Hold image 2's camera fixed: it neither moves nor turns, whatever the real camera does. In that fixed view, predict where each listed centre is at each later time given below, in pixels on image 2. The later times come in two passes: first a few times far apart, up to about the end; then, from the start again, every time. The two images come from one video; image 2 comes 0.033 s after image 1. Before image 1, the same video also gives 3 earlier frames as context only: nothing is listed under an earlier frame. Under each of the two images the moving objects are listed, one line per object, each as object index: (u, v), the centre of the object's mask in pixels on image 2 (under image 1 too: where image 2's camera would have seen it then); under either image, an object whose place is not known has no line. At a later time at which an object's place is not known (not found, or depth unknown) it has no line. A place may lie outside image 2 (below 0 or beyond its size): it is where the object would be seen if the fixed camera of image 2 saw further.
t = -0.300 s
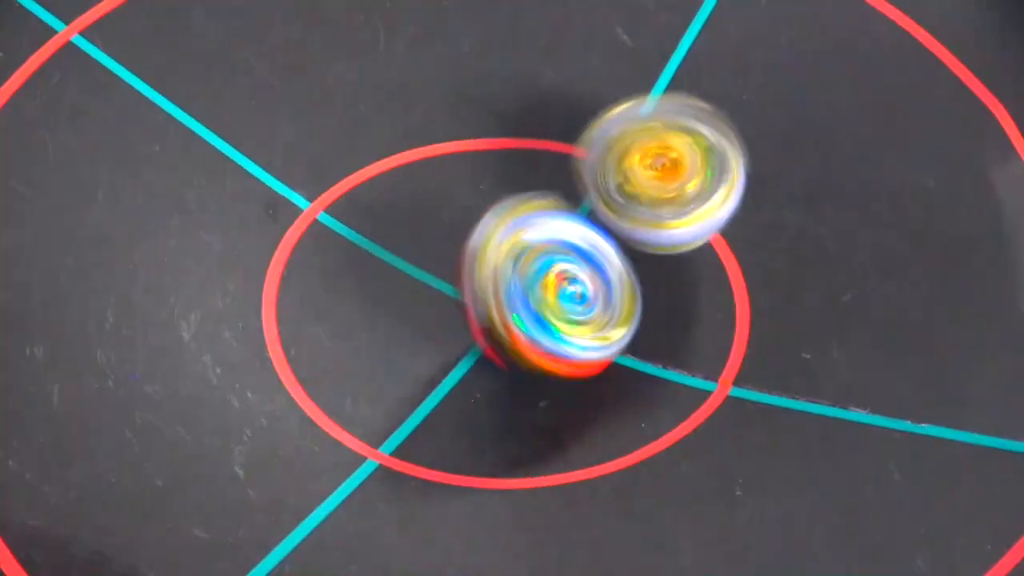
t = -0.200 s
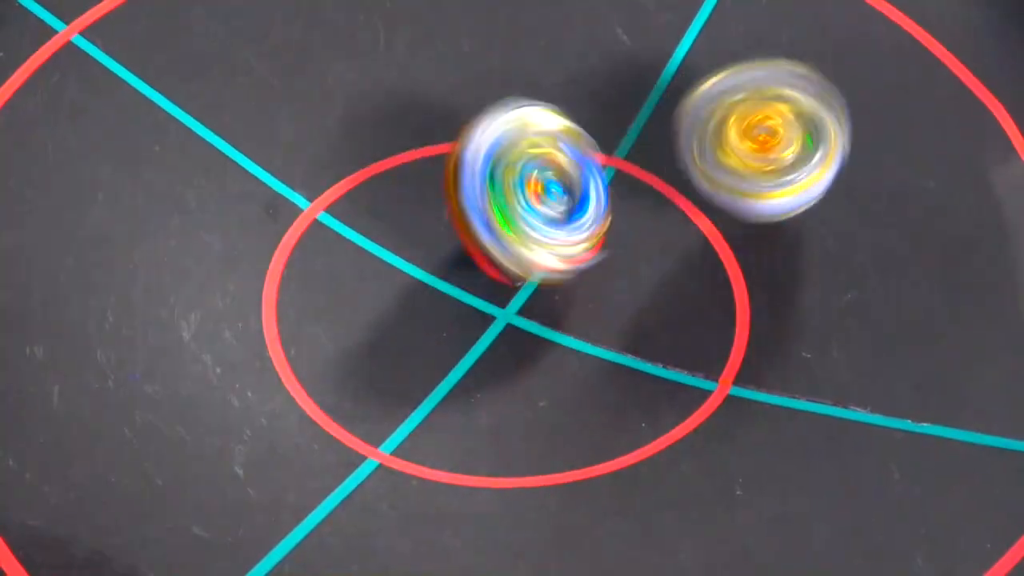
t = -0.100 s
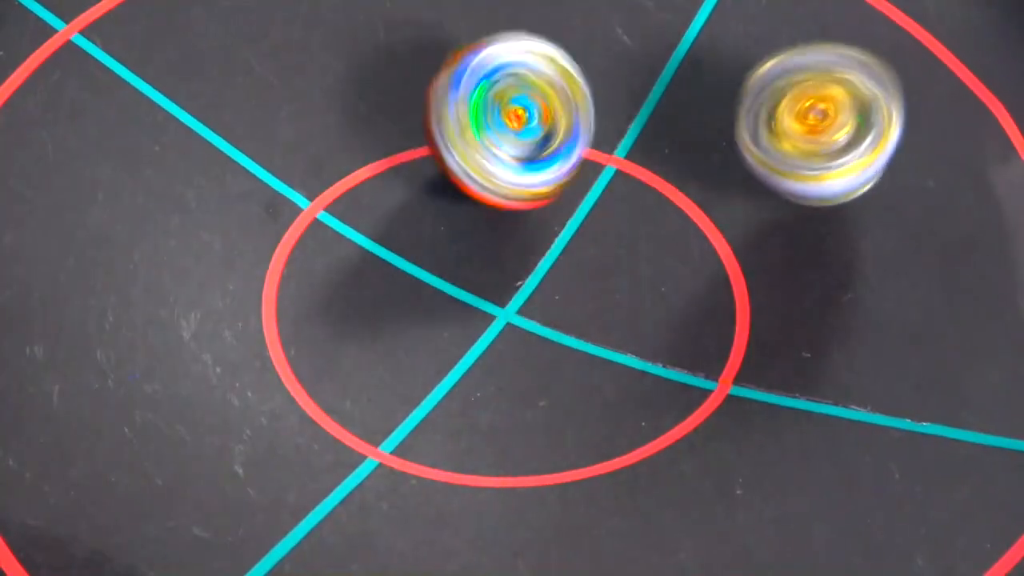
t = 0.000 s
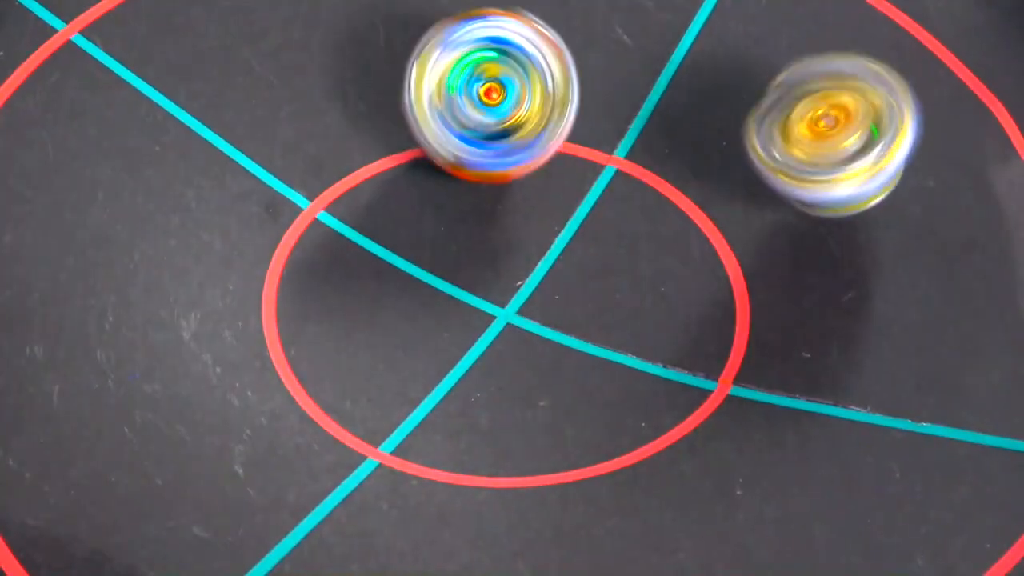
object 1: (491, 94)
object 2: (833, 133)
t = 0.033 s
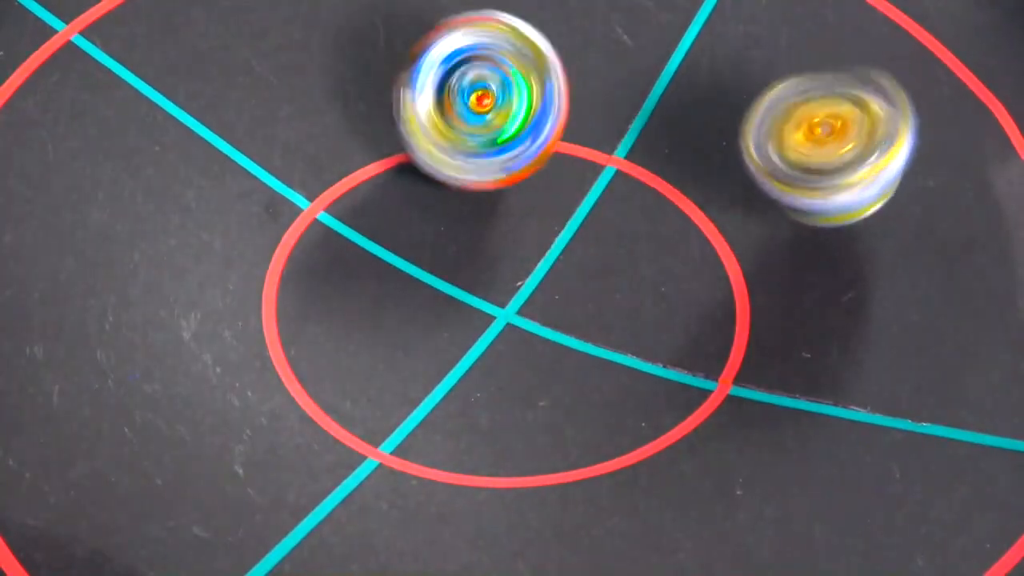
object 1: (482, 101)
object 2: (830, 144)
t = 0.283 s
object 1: (457, 212)
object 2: (654, 315)
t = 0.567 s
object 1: (234, 101)
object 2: (573, 502)
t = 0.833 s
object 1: (478, 211)
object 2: (392, 324)
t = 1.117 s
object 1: (732, 112)
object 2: (389, 177)
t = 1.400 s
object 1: (655, 200)
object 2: (485, 207)
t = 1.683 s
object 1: (538, 302)
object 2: (407, 242)
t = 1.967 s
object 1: (531, 315)
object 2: (468, 162)
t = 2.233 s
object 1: (472, 267)
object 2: (603, 148)
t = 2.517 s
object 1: (432, 243)
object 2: (611, 263)
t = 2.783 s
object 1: (402, 235)
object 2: (489, 352)
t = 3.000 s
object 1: (460, 239)
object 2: (486, 370)
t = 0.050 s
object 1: (478, 104)
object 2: (827, 149)
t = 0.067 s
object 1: (474, 110)
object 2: (819, 156)
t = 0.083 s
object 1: (470, 114)
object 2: (815, 163)
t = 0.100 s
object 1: (468, 119)
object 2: (807, 170)
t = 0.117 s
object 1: (467, 131)
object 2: (794, 179)
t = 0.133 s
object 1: (464, 139)
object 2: (787, 188)
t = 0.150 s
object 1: (465, 147)
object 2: (774, 195)
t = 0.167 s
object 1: (466, 161)
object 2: (756, 206)
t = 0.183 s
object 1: (465, 170)
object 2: (742, 217)
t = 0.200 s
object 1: (470, 178)
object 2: (726, 224)
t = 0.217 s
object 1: (475, 194)
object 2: (702, 235)
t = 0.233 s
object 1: (477, 209)
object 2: (683, 247)
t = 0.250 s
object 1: (477, 223)
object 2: (666, 255)
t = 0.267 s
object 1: (477, 228)
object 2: (652, 275)
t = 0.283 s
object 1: (457, 212)
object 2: (654, 315)
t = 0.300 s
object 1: (430, 200)
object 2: (675, 333)
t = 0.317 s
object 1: (405, 191)
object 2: (670, 348)
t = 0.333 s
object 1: (379, 184)
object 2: (682, 372)
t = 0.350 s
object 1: (354, 174)
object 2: (680, 401)
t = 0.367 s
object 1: (331, 162)
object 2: (680, 413)
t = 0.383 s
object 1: (309, 148)
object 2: (673, 433)
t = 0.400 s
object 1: (293, 134)
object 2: (676, 449)
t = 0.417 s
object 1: (280, 122)
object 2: (664, 462)
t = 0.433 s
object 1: (268, 114)
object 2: (662, 476)
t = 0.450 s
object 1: (256, 109)
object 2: (654, 483)
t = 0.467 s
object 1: (244, 106)
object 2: (641, 489)
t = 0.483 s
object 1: (235, 102)
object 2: (629, 499)
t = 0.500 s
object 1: (228, 100)
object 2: (627, 501)
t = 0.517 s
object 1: (229, 98)
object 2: (612, 498)
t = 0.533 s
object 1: (229, 97)
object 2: (599, 499)
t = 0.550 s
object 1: (231, 97)
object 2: (585, 504)
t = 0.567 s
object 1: (234, 101)
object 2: (573, 502)
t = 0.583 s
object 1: (239, 107)
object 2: (556, 501)
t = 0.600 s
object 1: (243, 110)
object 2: (544, 500)
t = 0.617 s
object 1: (251, 114)
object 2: (529, 492)
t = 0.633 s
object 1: (262, 120)
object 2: (514, 486)
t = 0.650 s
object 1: (275, 129)
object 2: (497, 480)
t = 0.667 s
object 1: (290, 137)
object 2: (488, 471)
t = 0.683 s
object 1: (308, 145)
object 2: (469, 459)
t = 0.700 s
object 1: (326, 154)
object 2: (461, 447)
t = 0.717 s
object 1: (344, 162)
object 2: (449, 431)
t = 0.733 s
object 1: (361, 170)
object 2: (440, 415)
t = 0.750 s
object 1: (380, 179)
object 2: (426, 402)
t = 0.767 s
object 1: (401, 189)
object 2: (426, 388)
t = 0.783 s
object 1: (420, 198)
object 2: (416, 370)
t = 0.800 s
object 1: (438, 203)
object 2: (407, 350)
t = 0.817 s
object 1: (454, 213)
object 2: (403, 337)
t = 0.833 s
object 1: (478, 211)
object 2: (392, 324)
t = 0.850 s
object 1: (504, 207)
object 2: (383, 314)
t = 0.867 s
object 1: (528, 202)
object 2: (368, 304)
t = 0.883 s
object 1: (556, 193)
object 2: (364, 294)
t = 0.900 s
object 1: (581, 186)
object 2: (355, 286)
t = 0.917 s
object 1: (605, 181)
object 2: (348, 271)
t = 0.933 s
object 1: (625, 174)
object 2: (348, 263)
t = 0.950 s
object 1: (642, 167)
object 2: (343, 253)
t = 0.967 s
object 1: (658, 159)
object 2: (348, 242)
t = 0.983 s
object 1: (672, 148)
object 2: (344, 234)
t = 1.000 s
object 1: (685, 139)
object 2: (343, 220)
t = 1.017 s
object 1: (698, 131)
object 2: (353, 215)
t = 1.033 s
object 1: (709, 127)
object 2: (354, 207)
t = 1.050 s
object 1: (716, 123)
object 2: (362, 197)
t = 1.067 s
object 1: (722, 119)
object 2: (365, 193)
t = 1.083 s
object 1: (727, 114)
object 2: (370, 182)
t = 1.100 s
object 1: (730, 112)
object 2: (385, 180)
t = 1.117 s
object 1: (732, 112)
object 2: (389, 177)
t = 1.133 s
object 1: (733, 113)
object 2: (399, 170)
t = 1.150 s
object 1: (731, 117)
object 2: (409, 170)
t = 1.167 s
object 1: (729, 118)
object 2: (415, 164)
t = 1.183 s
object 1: (727, 121)
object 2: (431, 165)
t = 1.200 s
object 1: (724, 126)
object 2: (437, 168)
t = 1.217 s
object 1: (720, 130)
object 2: (447, 166)
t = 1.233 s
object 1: (718, 136)
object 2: (457, 170)
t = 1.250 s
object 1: (715, 143)
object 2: (465, 168)
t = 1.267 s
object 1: (711, 147)
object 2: (479, 171)
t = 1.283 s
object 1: (703, 155)
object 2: (484, 177)
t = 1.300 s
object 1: (695, 161)
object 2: (494, 179)
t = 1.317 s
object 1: (684, 167)
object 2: (501, 186)
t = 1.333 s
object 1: (675, 174)
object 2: (504, 189)
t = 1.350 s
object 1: (672, 180)
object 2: (501, 196)
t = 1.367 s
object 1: (669, 186)
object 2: (492, 204)
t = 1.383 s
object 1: (663, 192)
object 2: (491, 200)
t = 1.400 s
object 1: (655, 200)
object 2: (485, 207)
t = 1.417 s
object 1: (648, 205)
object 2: (475, 214)
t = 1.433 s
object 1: (645, 211)
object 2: (465, 220)
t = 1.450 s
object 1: (641, 217)
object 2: (454, 225)
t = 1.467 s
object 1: (635, 223)
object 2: (443, 230)
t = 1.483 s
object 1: (629, 227)
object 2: (437, 231)
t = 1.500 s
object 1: (621, 233)
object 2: (427, 233)
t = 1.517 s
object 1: (613, 239)
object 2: (415, 236)
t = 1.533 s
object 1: (604, 246)
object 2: (412, 241)
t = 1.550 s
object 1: (594, 253)
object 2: (405, 244)
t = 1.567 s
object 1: (585, 258)
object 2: (401, 243)
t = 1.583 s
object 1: (577, 263)
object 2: (401, 242)
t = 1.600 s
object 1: (570, 269)
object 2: (394, 241)
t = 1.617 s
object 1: (562, 276)
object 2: (394, 239)
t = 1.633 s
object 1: (554, 283)
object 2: (400, 243)
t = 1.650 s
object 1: (547, 290)
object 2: (396, 240)
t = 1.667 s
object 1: (541, 296)
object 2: (402, 239)
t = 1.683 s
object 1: (538, 302)
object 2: (407, 242)
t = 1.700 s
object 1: (534, 309)
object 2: (401, 234)
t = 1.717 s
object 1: (530, 316)
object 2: (404, 230)
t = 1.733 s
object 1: (528, 322)
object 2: (410, 232)
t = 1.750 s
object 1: (526, 330)
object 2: (406, 223)
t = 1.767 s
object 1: (527, 335)
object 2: (408, 212)
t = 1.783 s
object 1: (528, 338)
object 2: (414, 214)
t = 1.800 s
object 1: (530, 341)
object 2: (412, 206)
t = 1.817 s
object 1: (532, 342)
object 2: (415, 195)
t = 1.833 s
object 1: (534, 341)
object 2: (422, 191)
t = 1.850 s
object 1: (537, 339)
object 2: (426, 193)
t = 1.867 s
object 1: (538, 337)
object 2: (427, 183)
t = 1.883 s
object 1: (537, 335)
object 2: (433, 174)
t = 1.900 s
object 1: (536, 332)
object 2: (443, 175)
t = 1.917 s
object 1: (535, 328)
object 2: (445, 173)
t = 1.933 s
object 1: (534, 324)
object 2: (449, 165)
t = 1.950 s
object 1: (532, 320)
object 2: (459, 162)
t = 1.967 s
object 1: (531, 315)
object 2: (468, 162)
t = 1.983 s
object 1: (529, 311)
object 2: (469, 159)
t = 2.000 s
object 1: (527, 308)
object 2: (474, 154)
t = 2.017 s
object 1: (525, 304)
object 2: (483, 153)
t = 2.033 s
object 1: (524, 299)
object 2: (490, 155)
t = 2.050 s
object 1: (521, 293)
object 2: (493, 151)
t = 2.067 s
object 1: (518, 288)
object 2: (500, 147)
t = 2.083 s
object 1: (516, 284)
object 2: (509, 148)
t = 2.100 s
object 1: (514, 279)
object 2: (515, 152)
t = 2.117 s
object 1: (508, 277)
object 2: (522, 153)
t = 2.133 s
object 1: (500, 276)
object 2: (535, 151)
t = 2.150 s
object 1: (493, 276)
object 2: (549, 149)
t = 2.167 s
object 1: (488, 276)
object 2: (560, 149)
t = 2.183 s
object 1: (483, 275)
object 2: (572, 148)
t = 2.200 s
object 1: (479, 273)
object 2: (584, 148)
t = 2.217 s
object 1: (476, 270)
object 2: (594, 149)
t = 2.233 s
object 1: (472, 267)
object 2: (603, 148)
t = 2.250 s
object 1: (468, 265)
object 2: (613, 149)
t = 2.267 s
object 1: (464, 263)
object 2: (625, 150)
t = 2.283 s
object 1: (460, 259)
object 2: (634, 155)
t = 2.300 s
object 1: (455, 256)
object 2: (640, 162)
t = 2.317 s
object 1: (451, 254)
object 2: (646, 169)
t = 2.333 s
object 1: (447, 252)
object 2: (650, 176)
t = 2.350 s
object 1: (444, 250)
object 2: (654, 181)
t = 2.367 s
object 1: (442, 248)
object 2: (658, 186)
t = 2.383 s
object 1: (440, 248)
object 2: (661, 192)
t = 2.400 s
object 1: (438, 247)
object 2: (662, 201)
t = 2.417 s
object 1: (436, 246)
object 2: (660, 211)
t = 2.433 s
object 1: (435, 246)
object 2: (654, 222)
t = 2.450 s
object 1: (434, 245)
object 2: (648, 231)
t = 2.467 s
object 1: (433, 244)
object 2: (641, 240)
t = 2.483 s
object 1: (433, 244)
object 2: (631, 249)
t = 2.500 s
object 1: (432, 244)
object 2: (622, 257)
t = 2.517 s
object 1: (432, 243)
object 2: (611, 263)
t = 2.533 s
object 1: (432, 243)
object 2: (602, 268)
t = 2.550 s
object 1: (429, 242)
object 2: (595, 273)
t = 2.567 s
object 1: (424, 240)
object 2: (586, 280)
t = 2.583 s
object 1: (420, 239)
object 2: (575, 287)
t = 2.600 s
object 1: (417, 238)
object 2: (564, 293)
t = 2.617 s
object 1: (412, 237)
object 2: (554, 300)
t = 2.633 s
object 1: (408, 236)
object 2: (544, 307)
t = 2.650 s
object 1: (404, 236)
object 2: (533, 315)
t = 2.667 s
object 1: (400, 235)
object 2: (524, 322)
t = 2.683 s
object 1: (398, 235)
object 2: (517, 328)
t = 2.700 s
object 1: (396, 236)
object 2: (510, 333)
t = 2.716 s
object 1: (395, 236)
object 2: (505, 337)
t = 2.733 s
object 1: (395, 236)
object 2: (502, 342)
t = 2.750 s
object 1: (397, 236)
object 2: (500, 345)
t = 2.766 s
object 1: (399, 236)
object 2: (494, 349)
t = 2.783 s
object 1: (402, 235)
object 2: (489, 352)
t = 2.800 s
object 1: (405, 235)
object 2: (485, 356)
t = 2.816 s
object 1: (409, 236)
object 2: (481, 359)
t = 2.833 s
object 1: (413, 236)
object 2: (478, 362)
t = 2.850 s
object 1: (417, 236)
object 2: (476, 364)
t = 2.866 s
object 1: (421, 237)
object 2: (476, 365)
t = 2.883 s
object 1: (425, 239)
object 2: (476, 367)
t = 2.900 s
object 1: (429, 240)
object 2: (476, 367)
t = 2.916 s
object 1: (435, 242)
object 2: (478, 367)
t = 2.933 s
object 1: (440, 241)
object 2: (480, 366)
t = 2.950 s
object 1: (445, 240)
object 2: (481, 365)
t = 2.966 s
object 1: (450, 240)
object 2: (483, 366)
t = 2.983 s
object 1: (455, 240)
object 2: (485, 368)
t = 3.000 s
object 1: (460, 239)
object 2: (486, 370)
